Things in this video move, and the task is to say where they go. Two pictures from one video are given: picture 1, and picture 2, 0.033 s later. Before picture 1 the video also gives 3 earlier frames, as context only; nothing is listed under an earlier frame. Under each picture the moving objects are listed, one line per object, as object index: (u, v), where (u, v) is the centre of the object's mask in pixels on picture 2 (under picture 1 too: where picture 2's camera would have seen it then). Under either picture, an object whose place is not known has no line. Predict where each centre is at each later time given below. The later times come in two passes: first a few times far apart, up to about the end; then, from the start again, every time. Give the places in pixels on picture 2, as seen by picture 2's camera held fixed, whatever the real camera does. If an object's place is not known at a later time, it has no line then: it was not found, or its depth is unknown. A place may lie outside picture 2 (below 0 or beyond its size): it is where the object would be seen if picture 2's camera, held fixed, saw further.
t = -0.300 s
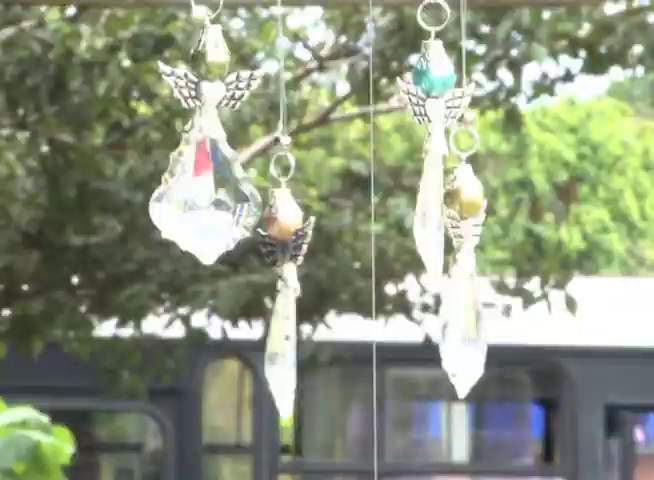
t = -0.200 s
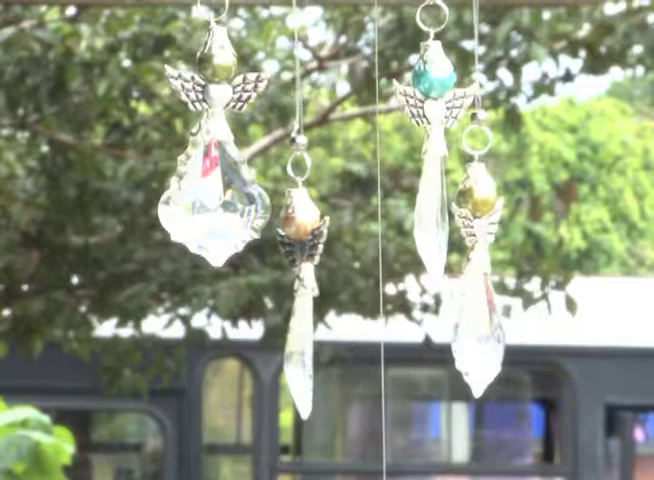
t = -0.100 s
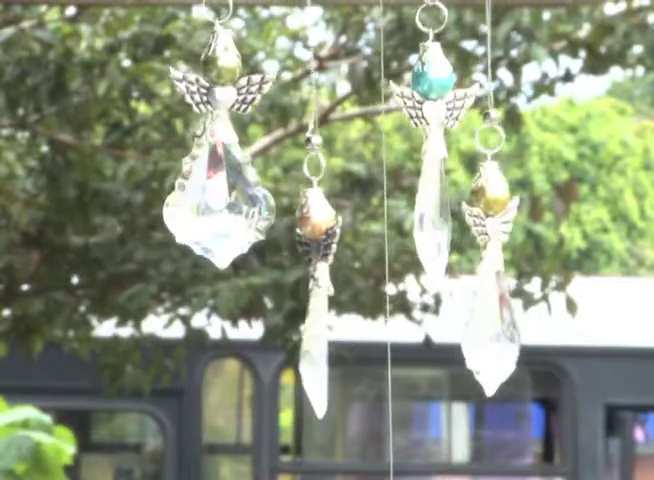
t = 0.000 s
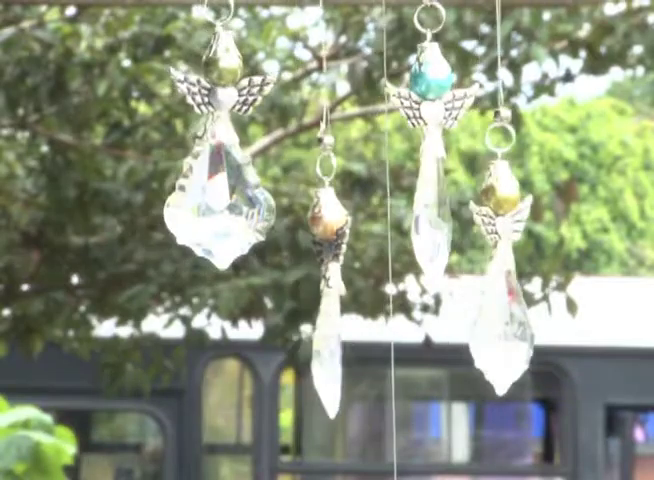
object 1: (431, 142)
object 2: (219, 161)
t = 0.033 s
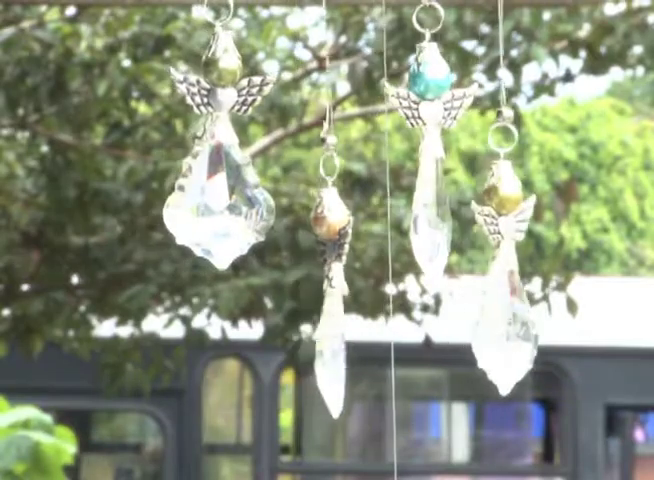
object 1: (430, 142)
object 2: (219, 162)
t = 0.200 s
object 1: (418, 141)
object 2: (210, 162)
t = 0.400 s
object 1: (387, 145)
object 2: (194, 161)
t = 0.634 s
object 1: (344, 155)
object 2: (177, 158)
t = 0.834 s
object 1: (317, 157)
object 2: (165, 157)
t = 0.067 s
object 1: (429, 142)
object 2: (218, 162)
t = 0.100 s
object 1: (427, 142)
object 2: (217, 162)
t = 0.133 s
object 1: (424, 142)
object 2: (215, 162)
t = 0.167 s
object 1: (421, 143)
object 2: (213, 162)
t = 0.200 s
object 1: (418, 141)
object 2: (210, 162)
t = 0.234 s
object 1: (414, 142)
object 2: (208, 162)
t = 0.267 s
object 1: (410, 140)
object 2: (205, 162)
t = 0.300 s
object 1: (405, 141)
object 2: (202, 163)
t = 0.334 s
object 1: (400, 143)
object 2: (199, 162)
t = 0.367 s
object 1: (393, 145)
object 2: (197, 161)
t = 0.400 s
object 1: (387, 145)
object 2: (194, 161)
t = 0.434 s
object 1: (381, 141)
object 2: (192, 160)
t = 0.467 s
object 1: (375, 151)
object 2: (189, 160)
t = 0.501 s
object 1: (369, 152)
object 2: (187, 161)
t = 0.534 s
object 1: (363, 151)
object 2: (184, 159)
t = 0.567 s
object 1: (356, 153)
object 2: (181, 159)
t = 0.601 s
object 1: (350, 154)
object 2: (179, 159)
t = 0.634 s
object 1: (344, 155)
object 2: (177, 158)
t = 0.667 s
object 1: (338, 150)
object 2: (175, 157)
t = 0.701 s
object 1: (333, 153)
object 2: (173, 157)
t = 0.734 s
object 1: (328, 154)
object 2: (170, 157)
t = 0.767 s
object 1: (325, 156)
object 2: (169, 157)
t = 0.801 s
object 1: (321, 158)
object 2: (167, 157)
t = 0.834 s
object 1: (317, 157)
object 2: (165, 157)
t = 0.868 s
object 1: (314, 156)
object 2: (164, 157)
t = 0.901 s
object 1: (311, 156)
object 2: (163, 157)
